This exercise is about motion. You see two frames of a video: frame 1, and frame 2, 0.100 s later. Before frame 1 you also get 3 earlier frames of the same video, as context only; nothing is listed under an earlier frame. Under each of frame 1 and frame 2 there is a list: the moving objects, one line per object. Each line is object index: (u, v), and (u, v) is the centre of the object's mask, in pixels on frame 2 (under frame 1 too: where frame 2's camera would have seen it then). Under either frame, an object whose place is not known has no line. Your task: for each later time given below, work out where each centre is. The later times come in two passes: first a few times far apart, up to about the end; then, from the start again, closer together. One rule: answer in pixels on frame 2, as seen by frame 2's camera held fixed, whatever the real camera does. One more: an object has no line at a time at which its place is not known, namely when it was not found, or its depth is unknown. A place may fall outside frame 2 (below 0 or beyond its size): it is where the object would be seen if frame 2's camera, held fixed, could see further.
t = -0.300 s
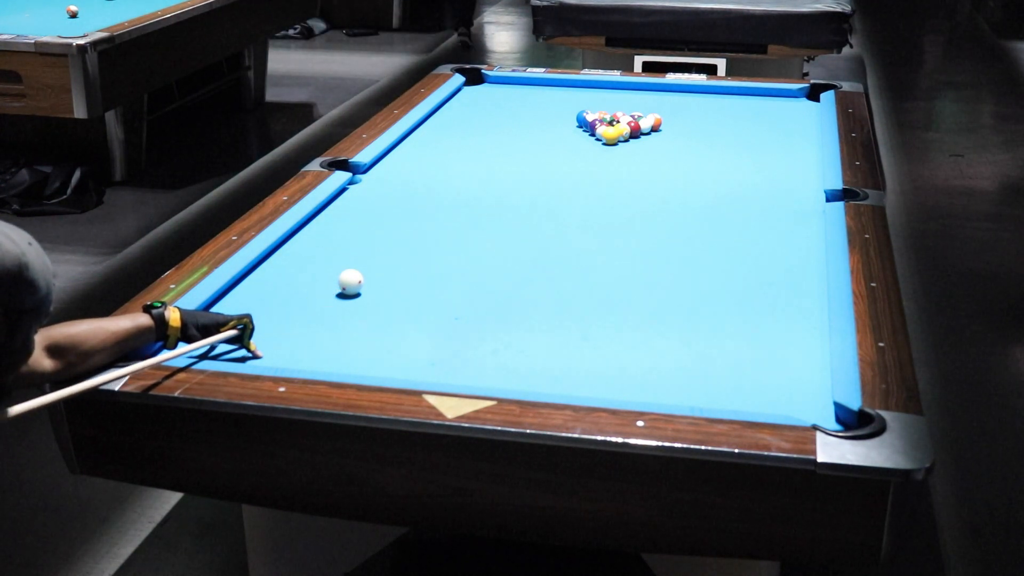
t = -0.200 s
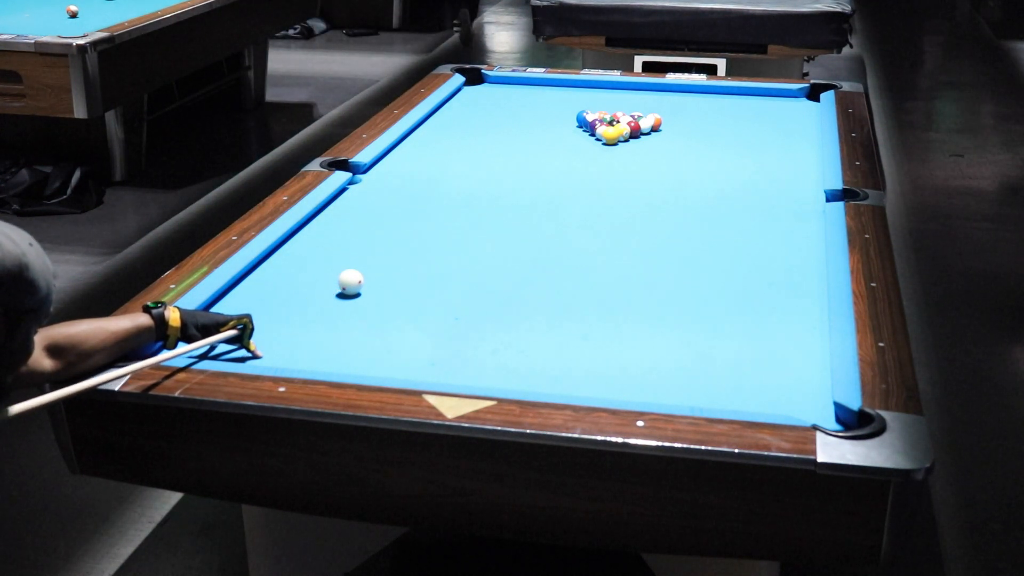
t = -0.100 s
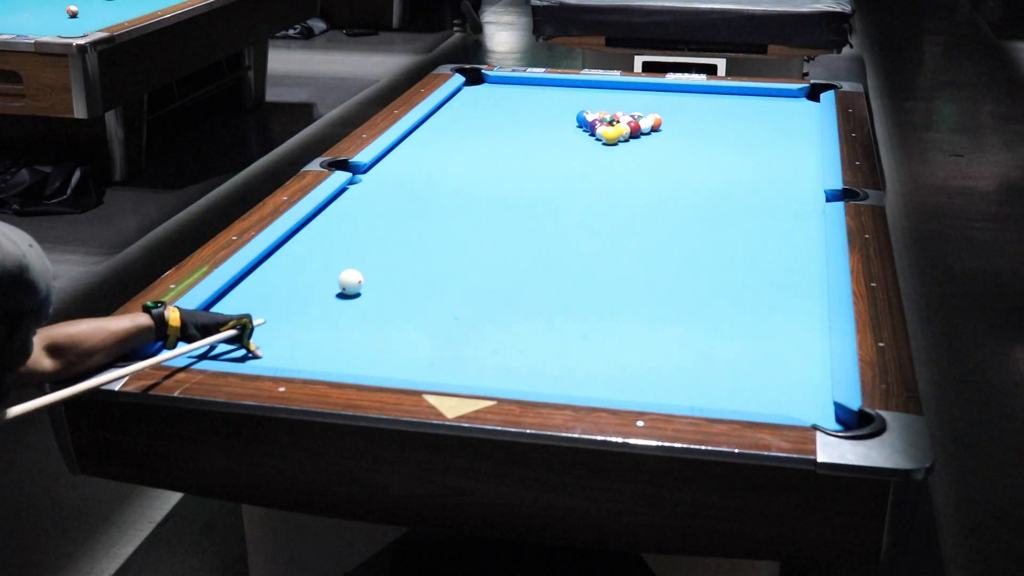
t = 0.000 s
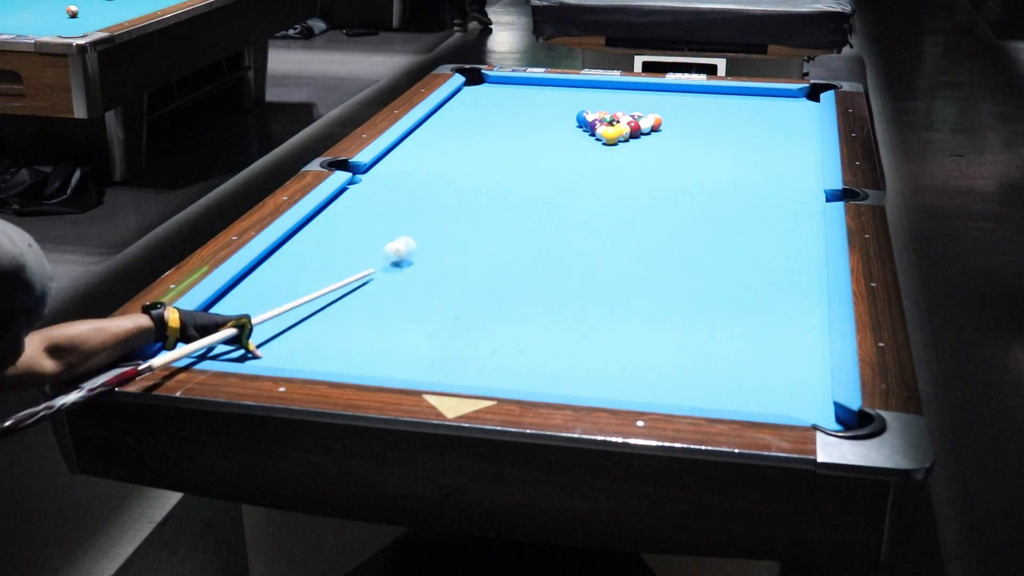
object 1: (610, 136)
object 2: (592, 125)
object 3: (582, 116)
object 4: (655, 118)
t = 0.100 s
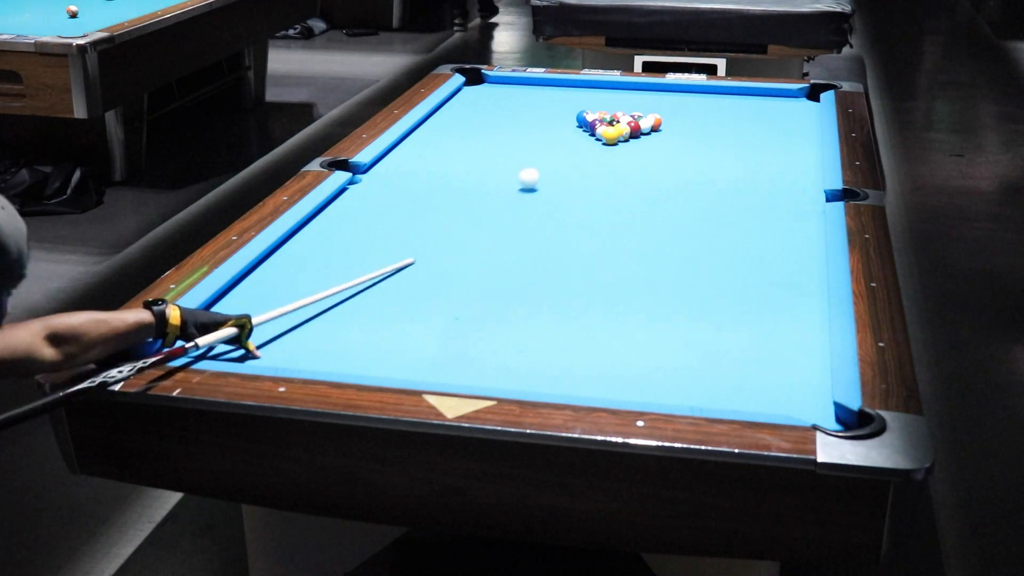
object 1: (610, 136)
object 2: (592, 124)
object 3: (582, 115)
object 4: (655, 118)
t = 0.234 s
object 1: (607, 136)
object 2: (589, 122)
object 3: (571, 116)
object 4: (706, 104)
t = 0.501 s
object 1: (584, 141)
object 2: (575, 124)
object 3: (525, 112)
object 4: (813, 123)
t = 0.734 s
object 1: (565, 146)
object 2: (565, 122)
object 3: (487, 108)
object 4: (764, 156)
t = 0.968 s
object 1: (546, 150)
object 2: (556, 122)
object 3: (452, 104)
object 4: (811, 189)
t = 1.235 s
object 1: (526, 155)
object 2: (548, 121)
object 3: (471, 101)
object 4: (809, 233)
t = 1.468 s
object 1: (509, 158)
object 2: (542, 121)
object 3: (495, 102)
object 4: (804, 281)
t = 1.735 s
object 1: (491, 162)
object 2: (537, 122)
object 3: (520, 103)
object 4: (798, 346)
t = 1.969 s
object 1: (476, 166)
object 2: (534, 123)
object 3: (541, 103)
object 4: (791, 406)
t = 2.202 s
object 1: (463, 169)
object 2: (530, 124)
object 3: (560, 104)
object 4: (767, 374)
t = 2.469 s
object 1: (449, 172)
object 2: (528, 122)
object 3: (581, 105)
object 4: (746, 341)
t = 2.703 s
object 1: (437, 174)
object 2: (529, 125)
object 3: (598, 106)
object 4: (730, 316)
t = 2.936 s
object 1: (428, 177)
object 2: (529, 125)
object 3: (610, 105)
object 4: (715, 294)
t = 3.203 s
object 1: (418, 179)
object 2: (529, 125)
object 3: (612, 103)
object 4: (701, 271)
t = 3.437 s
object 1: (412, 180)
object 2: (529, 125)
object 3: (611, 105)
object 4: (689, 254)
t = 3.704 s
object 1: (406, 181)
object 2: (529, 124)
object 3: (612, 106)
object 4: (679, 237)
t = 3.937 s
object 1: (403, 182)
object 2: (529, 124)
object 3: (612, 106)
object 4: (669, 223)
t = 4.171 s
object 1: (401, 182)
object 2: (529, 124)
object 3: (612, 105)
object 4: (662, 211)
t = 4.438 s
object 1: (401, 183)
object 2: (529, 124)
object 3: (612, 106)
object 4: (654, 198)
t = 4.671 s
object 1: (401, 183)
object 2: (529, 124)
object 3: (612, 105)
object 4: (648, 189)
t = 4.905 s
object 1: (401, 183)
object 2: (529, 124)
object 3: (612, 106)
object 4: (642, 180)
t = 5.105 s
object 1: (401, 183)
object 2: (529, 124)
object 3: (612, 106)
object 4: (638, 174)
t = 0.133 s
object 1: (610, 136)
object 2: (592, 124)
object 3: (582, 115)
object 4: (654, 118)
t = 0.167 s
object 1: (611, 136)
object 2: (592, 124)
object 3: (582, 116)
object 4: (655, 118)
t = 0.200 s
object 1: (609, 135)
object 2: (590, 123)
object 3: (577, 116)
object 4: (677, 112)
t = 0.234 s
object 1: (607, 136)
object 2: (589, 122)
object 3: (571, 116)
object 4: (706, 104)
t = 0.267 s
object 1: (604, 137)
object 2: (589, 124)
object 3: (564, 116)
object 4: (732, 95)
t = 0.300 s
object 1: (601, 138)
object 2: (586, 124)
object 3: (559, 115)
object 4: (757, 87)
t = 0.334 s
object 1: (598, 138)
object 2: (585, 124)
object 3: (553, 115)
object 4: (766, 93)
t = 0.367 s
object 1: (595, 139)
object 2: (583, 124)
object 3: (547, 114)
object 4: (777, 98)
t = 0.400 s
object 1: (592, 140)
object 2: (581, 124)
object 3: (541, 114)
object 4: (785, 105)
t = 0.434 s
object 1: (590, 140)
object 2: (579, 124)
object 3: (536, 113)
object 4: (795, 111)
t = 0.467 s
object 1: (587, 141)
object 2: (577, 124)
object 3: (530, 112)
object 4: (805, 117)
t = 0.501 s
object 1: (584, 141)
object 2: (575, 124)
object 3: (525, 112)
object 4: (813, 123)
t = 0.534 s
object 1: (581, 142)
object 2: (574, 124)
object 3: (519, 111)
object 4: (806, 128)
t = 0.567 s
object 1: (578, 143)
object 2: (572, 123)
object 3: (514, 111)
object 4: (800, 131)
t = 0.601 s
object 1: (576, 143)
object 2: (571, 123)
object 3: (508, 110)
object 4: (792, 137)
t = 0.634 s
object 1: (573, 144)
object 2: (569, 123)
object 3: (503, 110)
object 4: (786, 141)
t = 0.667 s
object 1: (570, 144)
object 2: (568, 123)
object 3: (497, 109)
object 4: (778, 146)
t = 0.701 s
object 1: (568, 145)
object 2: (566, 123)
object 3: (492, 109)
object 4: (771, 150)
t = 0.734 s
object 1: (565, 146)
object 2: (565, 122)
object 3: (487, 108)
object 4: (764, 156)
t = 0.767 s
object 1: (562, 146)
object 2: (564, 122)
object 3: (482, 108)
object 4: (767, 161)
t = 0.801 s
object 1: (559, 147)
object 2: (562, 122)
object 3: (476, 107)
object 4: (777, 164)
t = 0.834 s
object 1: (557, 148)
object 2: (561, 122)
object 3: (471, 106)
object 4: (784, 169)
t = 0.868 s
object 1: (554, 148)
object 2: (560, 122)
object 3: (466, 106)
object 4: (792, 173)
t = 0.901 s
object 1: (551, 149)
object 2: (558, 122)
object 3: (461, 106)
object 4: (799, 178)
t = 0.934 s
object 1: (549, 149)
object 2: (557, 122)
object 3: (456, 105)
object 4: (805, 181)
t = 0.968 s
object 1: (546, 150)
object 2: (556, 122)
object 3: (452, 104)
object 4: (811, 189)
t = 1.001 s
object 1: (544, 151)
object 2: (554, 122)
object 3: (447, 101)
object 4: (814, 191)
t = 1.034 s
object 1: (541, 151)
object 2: (553, 121)
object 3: (449, 101)
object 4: (812, 199)
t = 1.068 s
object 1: (538, 152)
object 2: (552, 121)
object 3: (453, 101)
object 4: (813, 203)
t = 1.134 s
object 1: (533, 153)
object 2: (550, 120)
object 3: (461, 101)
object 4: (811, 215)
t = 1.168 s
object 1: (531, 154)
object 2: (549, 120)
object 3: (464, 101)
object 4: (810, 221)
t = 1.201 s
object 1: (528, 154)
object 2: (548, 121)
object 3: (468, 101)
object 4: (810, 227)
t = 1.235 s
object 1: (526, 155)
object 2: (548, 121)
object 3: (471, 101)
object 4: (809, 233)
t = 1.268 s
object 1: (523, 155)
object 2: (547, 121)
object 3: (475, 101)
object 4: (808, 239)
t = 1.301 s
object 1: (521, 156)
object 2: (546, 121)
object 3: (478, 101)
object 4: (808, 245)
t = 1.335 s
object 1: (519, 156)
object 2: (545, 121)
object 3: (482, 102)
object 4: (807, 252)
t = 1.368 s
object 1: (516, 157)
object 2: (544, 121)
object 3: (485, 102)
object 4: (806, 260)
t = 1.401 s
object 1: (514, 157)
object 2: (543, 121)
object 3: (488, 102)
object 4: (806, 267)
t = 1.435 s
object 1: (512, 157)
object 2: (542, 121)
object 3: (492, 102)
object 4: (805, 273)
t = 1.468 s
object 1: (509, 158)
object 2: (542, 121)
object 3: (495, 102)
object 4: (804, 281)
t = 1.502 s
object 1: (507, 159)
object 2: (541, 121)
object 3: (498, 102)
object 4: (804, 288)
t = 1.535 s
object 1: (504, 159)
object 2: (540, 121)
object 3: (501, 102)
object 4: (803, 296)
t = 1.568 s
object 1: (502, 160)
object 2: (539, 121)
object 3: (505, 102)
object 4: (802, 303)
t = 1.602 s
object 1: (500, 160)
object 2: (540, 122)
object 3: (508, 103)
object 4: (801, 311)
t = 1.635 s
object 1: (498, 161)
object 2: (539, 122)
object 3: (511, 103)
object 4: (801, 320)
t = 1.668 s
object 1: (495, 161)
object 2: (538, 122)
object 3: (514, 103)
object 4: (800, 328)
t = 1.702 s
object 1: (493, 162)
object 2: (538, 122)
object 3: (518, 103)
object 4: (799, 337)
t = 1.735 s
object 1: (491, 162)
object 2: (537, 122)
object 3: (520, 103)
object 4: (798, 346)
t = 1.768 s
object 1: (489, 163)
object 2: (536, 122)
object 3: (523, 103)
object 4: (797, 355)
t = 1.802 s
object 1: (487, 163)
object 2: (536, 122)
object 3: (526, 103)
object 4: (796, 364)
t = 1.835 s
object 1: (485, 164)
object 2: (535, 122)
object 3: (529, 103)
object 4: (795, 374)
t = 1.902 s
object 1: (480, 165)
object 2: (534, 122)
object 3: (535, 103)
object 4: (793, 395)
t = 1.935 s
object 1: (478, 165)
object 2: (533, 122)
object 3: (538, 103)
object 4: (792, 404)
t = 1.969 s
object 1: (476, 166)
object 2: (534, 123)
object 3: (541, 103)
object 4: (791, 406)
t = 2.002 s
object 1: (474, 166)
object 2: (533, 123)
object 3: (544, 103)
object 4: (786, 401)
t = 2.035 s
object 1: (472, 166)
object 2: (532, 123)
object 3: (547, 104)
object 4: (783, 398)
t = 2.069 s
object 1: (471, 167)
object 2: (532, 123)
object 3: (549, 104)
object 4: (780, 393)
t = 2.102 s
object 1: (469, 167)
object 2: (531, 123)
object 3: (552, 104)
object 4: (777, 388)
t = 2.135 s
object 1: (467, 168)
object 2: (531, 124)
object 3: (555, 104)
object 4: (773, 384)
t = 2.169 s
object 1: (465, 168)
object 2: (531, 124)
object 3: (558, 104)
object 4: (770, 379)
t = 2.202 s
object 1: (463, 169)
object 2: (530, 124)
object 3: (560, 104)
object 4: (767, 374)
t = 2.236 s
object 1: (461, 169)
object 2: (530, 124)
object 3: (563, 104)
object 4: (765, 369)
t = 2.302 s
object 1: (457, 170)
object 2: (530, 124)
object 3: (568, 104)
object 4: (759, 361)
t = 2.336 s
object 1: (456, 170)
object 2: (529, 124)
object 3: (571, 104)
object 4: (756, 357)
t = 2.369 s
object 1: (454, 171)
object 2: (529, 124)
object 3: (573, 105)
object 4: (754, 352)
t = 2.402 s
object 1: (452, 171)
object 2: (528, 123)
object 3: (576, 104)
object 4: (751, 349)
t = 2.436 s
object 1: (450, 171)
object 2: (528, 122)
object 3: (578, 104)
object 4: (749, 345)
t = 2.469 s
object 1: (449, 172)
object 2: (528, 122)
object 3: (581, 105)
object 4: (746, 341)
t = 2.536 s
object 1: (445, 173)
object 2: (529, 122)
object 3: (586, 105)
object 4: (741, 333)
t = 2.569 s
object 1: (444, 173)
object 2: (529, 123)
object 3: (588, 105)
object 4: (739, 329)
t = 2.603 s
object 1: (442, 173)
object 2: (529, 123)
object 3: (590, 105)
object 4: (736, 327)
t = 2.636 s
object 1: (441, 174)
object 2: (529, 124)
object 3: (593, 105)
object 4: (734, 322)
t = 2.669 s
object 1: (439, 174)
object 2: (529, 124)
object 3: (595, 105)
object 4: (732, 319)
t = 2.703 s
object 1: (437, 174)
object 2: (529, 125)
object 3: (598, 106)
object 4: (730, 316)
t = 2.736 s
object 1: (436, 175)
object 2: (529, 125)
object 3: (600, 106)
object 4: (727, 313)
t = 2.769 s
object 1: (435, 175)
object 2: (529, 125)
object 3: (602, 105)
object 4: (725, 309)
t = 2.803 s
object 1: (433, 175)
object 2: (529, 125)
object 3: (604, 105)
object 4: (723, 306)
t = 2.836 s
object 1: (432, 176)
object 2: (529, 125)
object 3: (606, 105)
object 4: (721, 303)
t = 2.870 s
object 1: (431, 176)
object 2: (529, 125)
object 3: (609, 106)
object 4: (719, 299)
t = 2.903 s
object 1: (429, 176)
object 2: (529, 125)
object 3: (609, 105)
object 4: (717, 297)
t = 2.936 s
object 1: (428, 177)
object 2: (529, 125)
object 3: (610, 105)
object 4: (715, 294)
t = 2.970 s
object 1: (427, 177)
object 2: (529, 125)
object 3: (611, 105)
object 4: (713, 291)
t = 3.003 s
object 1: (425, 177)
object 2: (529, 125)
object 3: (611, 105)
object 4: (712, 288)
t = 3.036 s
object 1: (424, 177)
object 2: (529, 125)
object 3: (612, 104)
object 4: (710, 285)
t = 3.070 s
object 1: (423, 178)
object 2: (529, 125)
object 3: (612, 104)
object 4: (708, 282)
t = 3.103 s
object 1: (422, 178)
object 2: (529, 125)
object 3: (612, 104)
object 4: (706, 280)
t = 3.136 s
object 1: (421, 178)
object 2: (529, 125)
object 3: (612, 103)
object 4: (704, 276)
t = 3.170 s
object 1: (420, 178)
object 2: (529, 125)
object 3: (612, 103)
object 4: (702, 274)
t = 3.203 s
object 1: (418, 179)
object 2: (529, 125)
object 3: (612, 103)
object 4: (701, 271)
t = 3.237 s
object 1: (418, 179)
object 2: (529, 125)
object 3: (612, 103)
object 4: (699, 269)
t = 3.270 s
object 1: (416, 179)
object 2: (529, 125)
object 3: (611, 103)
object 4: (698, 267)
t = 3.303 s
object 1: (415, 179)
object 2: (529, 125)
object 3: (611, 104)
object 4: (696, 264)
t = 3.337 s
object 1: (414, 180)
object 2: (529, 125)
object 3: (611, 104)
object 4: (695, 261)
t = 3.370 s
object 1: (414, 180)
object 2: (529, 125)
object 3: (611, 104)
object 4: (693, 259)
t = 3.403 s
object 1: (413, 180)
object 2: (529, 125)
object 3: (611, 105)
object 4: (691, 257)
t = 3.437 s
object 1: (412, 180)
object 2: (529, 125)
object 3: (611, 105)
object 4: (689, 254)
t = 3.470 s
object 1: (411, 180)
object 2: (529, 125)
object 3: (612, 105)
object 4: (688, 252)
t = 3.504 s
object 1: (410, 181)
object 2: (529, 125)
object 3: (612, 106)
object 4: (687, 250)
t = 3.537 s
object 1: (409, 181)
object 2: (529, 125)
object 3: (612, 106)
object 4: (685, 247)
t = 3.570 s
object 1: (408, 181)
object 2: (529, 124)
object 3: (612, 106)
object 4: (684, 245)
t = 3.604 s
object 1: (408, 181)
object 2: (529, 124)
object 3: (612, 106)
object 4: (682, 243)
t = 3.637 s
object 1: (407, 181)
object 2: (529, 124)
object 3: (612, 106)
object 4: (681, 242)
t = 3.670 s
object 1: (406, 181)
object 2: (529, 124)
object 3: (612, 106)
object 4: (680, 239)
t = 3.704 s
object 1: (406, 181)
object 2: (529, 124)
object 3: (612, 106)
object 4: (679, 237)
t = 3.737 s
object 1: (405, 181)
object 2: (529, 124)
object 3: (612, 106)
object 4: (678, 235)
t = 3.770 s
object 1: (405, 182)
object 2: (529, 124)
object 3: (612, 106)
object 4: (677, 233)
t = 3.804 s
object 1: (404, 182)
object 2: (529, 124)
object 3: (612, 106)
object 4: (675, 231)
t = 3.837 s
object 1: (404, 182)
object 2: (529, 124)
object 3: (612, 106)
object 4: (674, 229)
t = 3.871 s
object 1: (403, 182)
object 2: (529, 124)
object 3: (612, 106)
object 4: (672, 227)
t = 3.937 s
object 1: (403, 182)
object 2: (529, 124)
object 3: (612, 106)
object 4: (669, 223)
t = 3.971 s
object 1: (402, 182)
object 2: (529, 124)
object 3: (612, 106)
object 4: (668, 221)
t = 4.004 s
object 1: (402, 182)
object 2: (529, 124)
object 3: (612, 105)
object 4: (668, 220)
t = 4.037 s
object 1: (402, 182)
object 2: (529, 124)
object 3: (612, 106)
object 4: (666, 219)
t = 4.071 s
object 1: (401, 182)
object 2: (529, 124)
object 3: (612, 106)
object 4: (665, 216)
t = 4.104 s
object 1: (401, 182)
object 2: (529, 124)
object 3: (612, 105)
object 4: (664, 215)
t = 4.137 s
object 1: (401, 182)
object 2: (529, 124)
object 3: (612, 105)
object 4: (663, 213)
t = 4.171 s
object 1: (401, 182)
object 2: (529, 124)
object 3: (612, 105)
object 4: (662, 211)
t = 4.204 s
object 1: (401, 182)
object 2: (529, 124)
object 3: (612, 105)
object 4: (661, 210)
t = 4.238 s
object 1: (401, 182)
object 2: (529, 124)
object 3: (612, 106)
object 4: (661, 208)
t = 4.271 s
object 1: (401, 182)
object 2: (529, 124)
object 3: (612, 106)
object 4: (659, 207)
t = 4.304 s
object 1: (401, 182)
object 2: (529, 124)
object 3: (612, 106)
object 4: (658, 206)
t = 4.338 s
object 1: (401, 183)
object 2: (529, 124)
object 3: (612, 106)
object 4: (657, 204)
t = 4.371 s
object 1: (401, 182)
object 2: (529, 124)
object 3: (612, 106)
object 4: (656, 202)
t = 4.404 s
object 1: (401, 183)
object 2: (529, 124)
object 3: (612, 105)
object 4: (655, 200)
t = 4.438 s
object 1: (401, 183)
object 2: (529, 124)
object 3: (612, 106)
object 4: (654, 198)
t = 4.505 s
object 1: (401, 183)
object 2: (529, 124)
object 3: (612, 106)
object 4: (652, 197)
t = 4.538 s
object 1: (401, 183)
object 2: (529, 124)
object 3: (612, 106)
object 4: (651, 196)
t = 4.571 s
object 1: (401, 183)
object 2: (529, 124)
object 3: (612, 106)
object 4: (651, 194)
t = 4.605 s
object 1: (401, 183)
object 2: (529, 124)
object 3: (612, 106)
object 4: (650, 192)
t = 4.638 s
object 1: (401, 183)
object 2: (529, 124)
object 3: (612, 106)
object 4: (649, 190)
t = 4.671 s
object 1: (401, 183)
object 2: (529, 124)
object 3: (612, 105)
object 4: (648, 189)
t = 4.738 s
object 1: (401, 183)
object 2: (529, 124)
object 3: (612, 106)
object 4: (646, 187)
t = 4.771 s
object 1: (401, 183)
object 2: (529, 124)
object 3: (612, 106)
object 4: (645, 186)
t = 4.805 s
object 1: (401, 183)
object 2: (529, 124)
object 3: (612, 106)
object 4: (645, 185)
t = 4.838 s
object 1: (401, 183)
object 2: (529, 124)
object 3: (612, 106)
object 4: (644, 183)
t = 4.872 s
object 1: (401, 183)
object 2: (529, 124)
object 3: (612, 105)
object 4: (642, 182)
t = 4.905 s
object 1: (401, 183)
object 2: (529, 124)
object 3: (612, 106)
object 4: (642, 180)
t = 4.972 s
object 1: (401, 182)
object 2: (529, 124)
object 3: (612, 106)
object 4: (640, 178)
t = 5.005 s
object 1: (401, 183)
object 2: (529, 124)
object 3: (612, 106)
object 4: (639, 177)
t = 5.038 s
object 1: (401, 183)
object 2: (529, 124)
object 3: (612, 105)
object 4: (639, 176)
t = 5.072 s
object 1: (401, 183)
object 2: (529, 124)
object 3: (612, 105)
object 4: (638, 175)
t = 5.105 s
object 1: (401, 183)
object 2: (529, 124)
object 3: (612, 106)
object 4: (638, 174)
